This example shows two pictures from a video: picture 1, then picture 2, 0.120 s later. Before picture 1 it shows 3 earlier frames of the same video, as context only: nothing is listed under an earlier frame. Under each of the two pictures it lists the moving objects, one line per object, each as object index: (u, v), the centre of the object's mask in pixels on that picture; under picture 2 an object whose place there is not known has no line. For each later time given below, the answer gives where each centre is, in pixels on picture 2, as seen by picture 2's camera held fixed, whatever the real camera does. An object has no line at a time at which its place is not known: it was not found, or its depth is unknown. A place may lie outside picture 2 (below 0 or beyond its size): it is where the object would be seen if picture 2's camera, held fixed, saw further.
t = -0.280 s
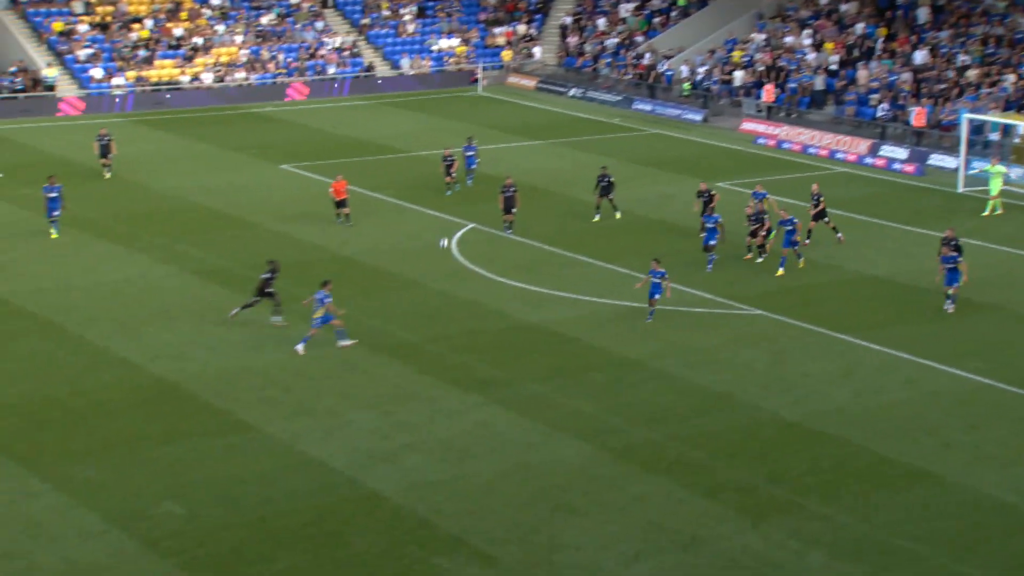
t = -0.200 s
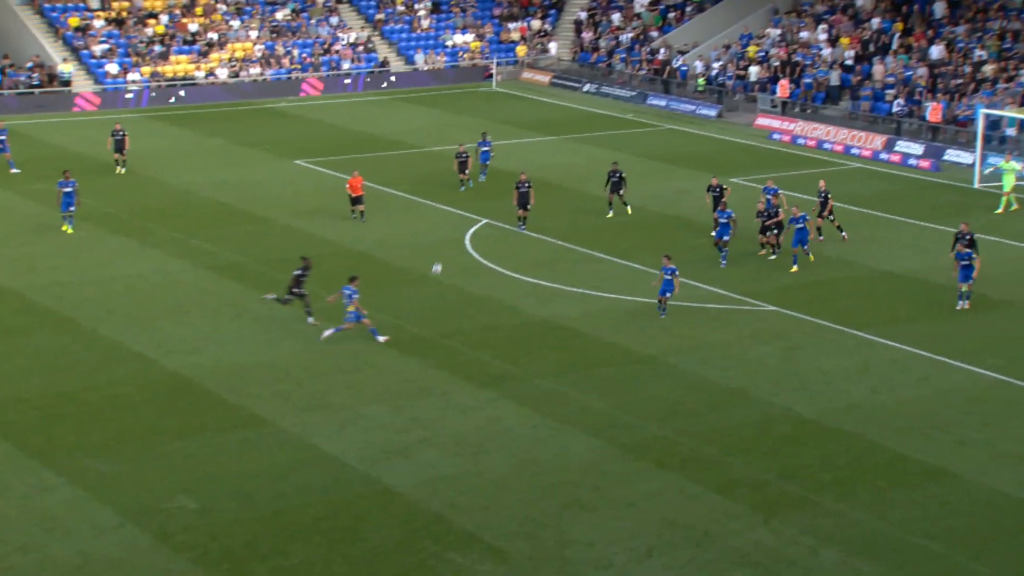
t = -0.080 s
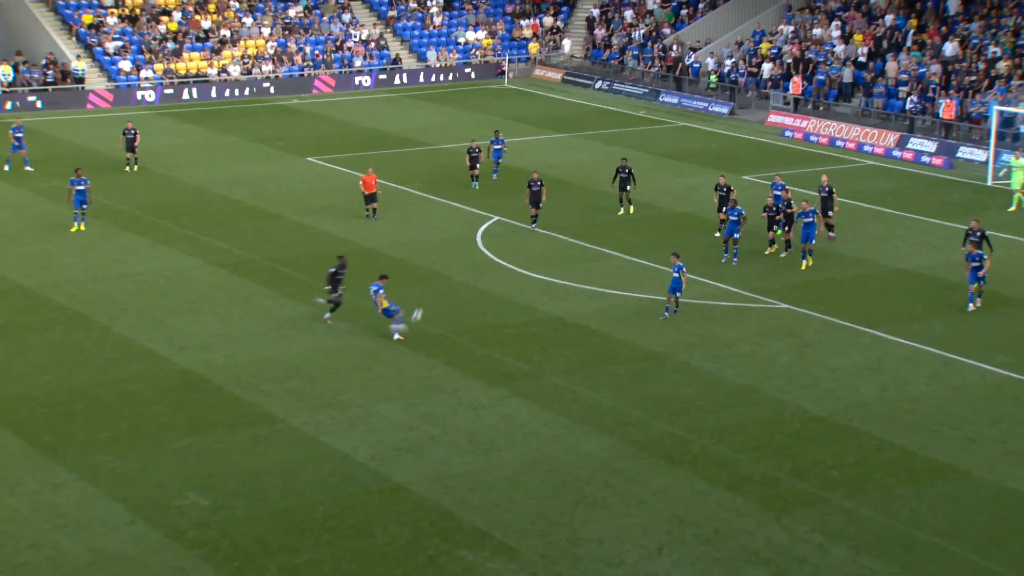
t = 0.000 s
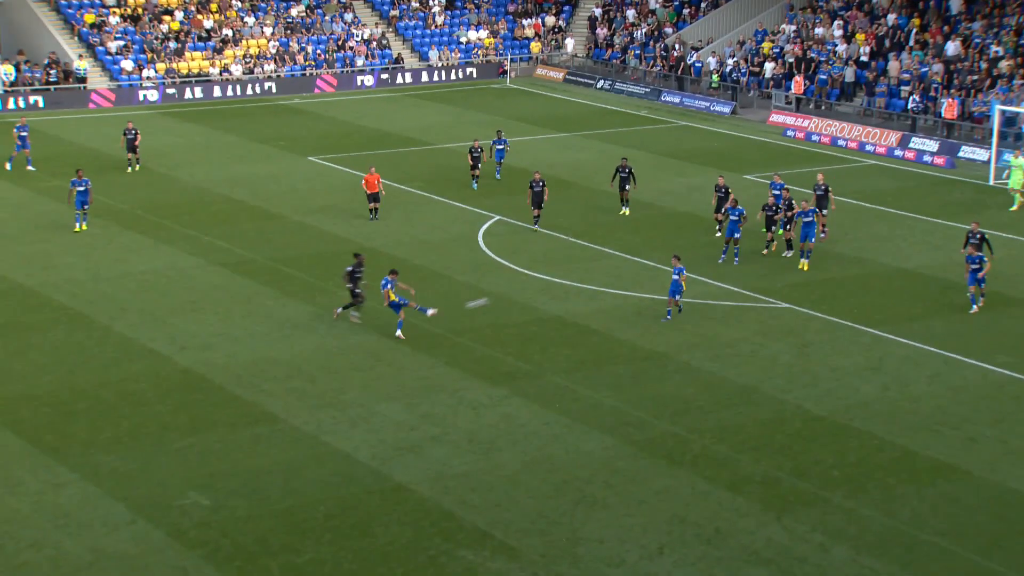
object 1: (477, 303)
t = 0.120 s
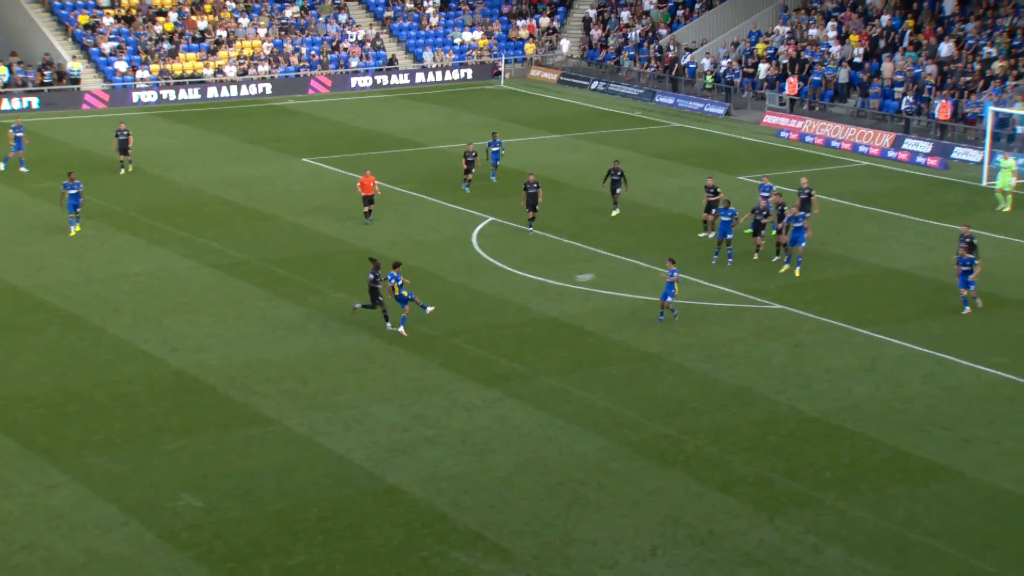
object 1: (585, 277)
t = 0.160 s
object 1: (619, 272)
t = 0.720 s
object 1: (1013, 228)
